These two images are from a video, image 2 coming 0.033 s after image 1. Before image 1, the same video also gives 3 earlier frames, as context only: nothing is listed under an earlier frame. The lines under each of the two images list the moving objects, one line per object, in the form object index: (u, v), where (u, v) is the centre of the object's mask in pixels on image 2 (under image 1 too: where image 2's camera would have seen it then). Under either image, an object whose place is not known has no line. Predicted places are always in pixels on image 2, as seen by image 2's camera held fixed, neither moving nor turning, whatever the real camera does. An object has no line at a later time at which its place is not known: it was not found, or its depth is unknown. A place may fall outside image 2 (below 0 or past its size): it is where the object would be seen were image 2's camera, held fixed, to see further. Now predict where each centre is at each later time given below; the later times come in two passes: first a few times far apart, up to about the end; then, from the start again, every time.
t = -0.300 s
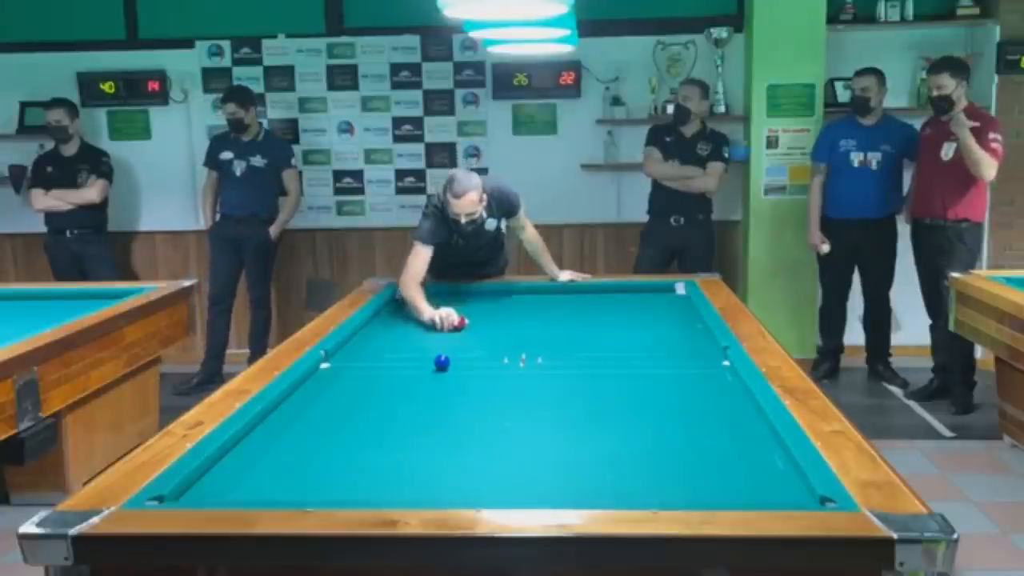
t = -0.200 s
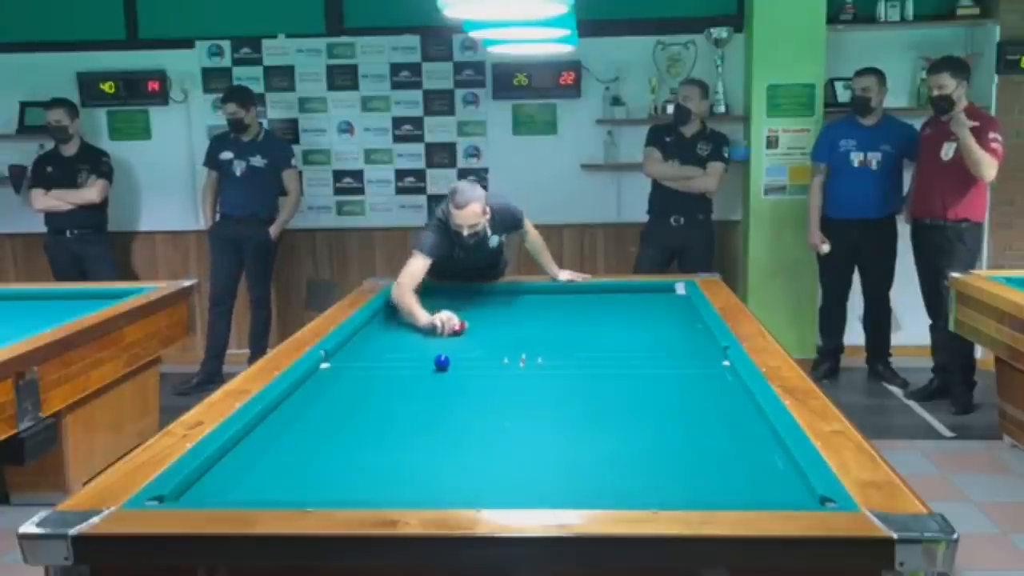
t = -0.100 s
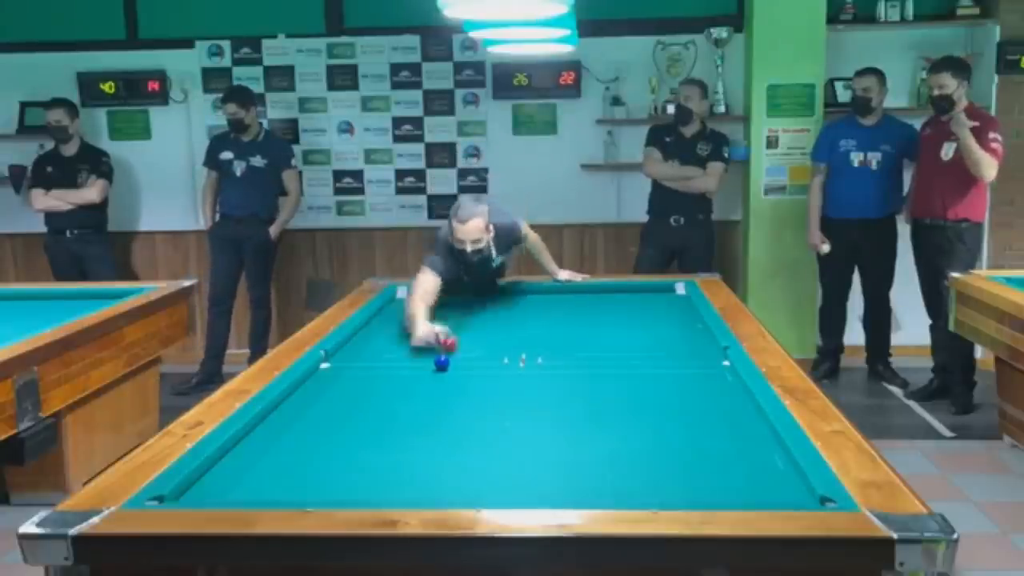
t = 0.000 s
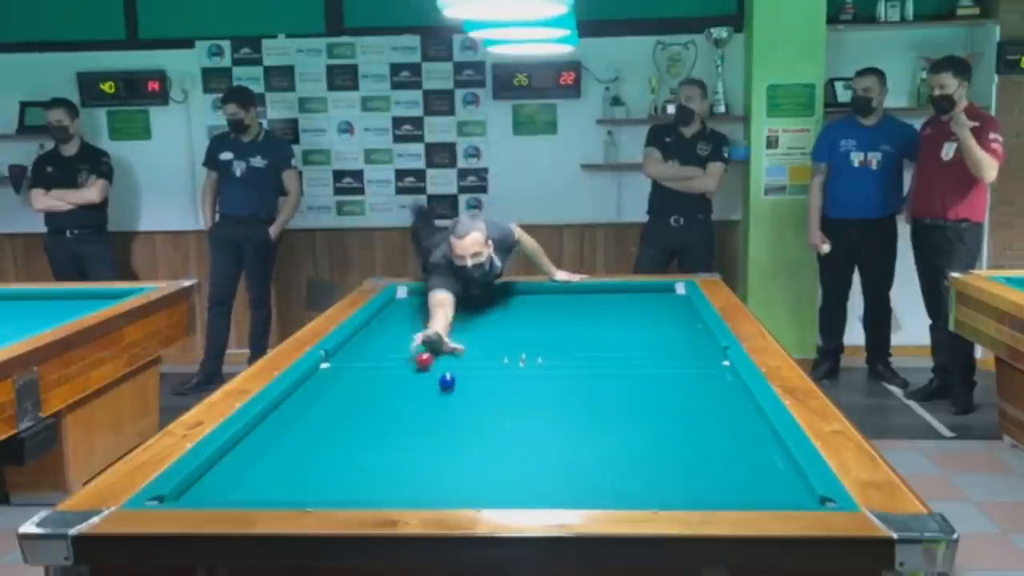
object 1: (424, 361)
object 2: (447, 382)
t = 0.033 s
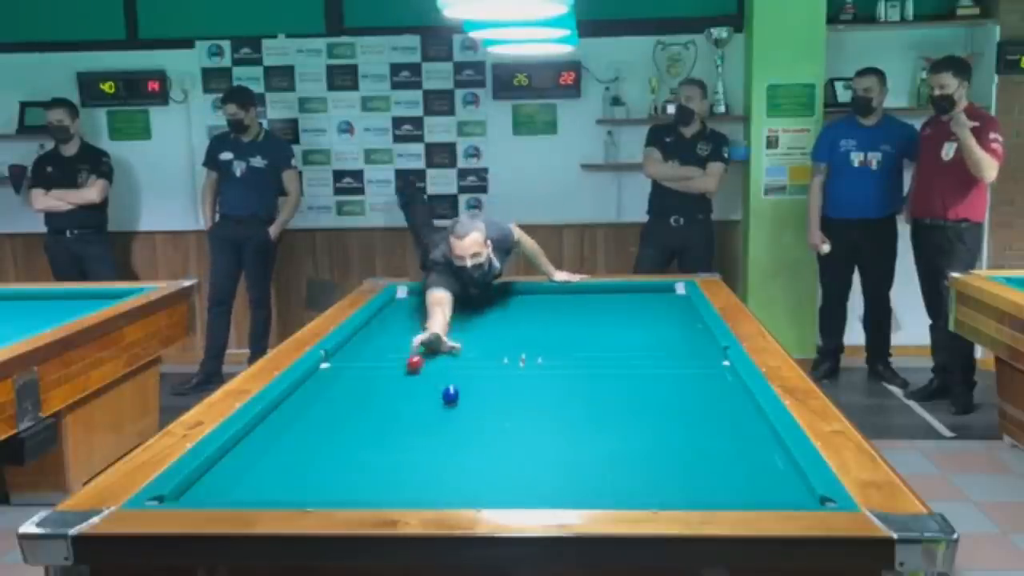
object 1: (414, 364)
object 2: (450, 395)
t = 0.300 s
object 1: (348, 381)
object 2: (500, 471)
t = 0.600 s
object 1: (297, 399)
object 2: (550, 368)
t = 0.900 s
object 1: (307, 415)
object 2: (575, 320)
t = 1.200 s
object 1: (317, 432)
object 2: (590, 290)
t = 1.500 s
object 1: (326, 452)
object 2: (593, 312)
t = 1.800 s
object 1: (338, 474)
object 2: (596, 335)
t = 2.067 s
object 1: (349, 491)
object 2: (600, 360)
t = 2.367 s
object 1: (371, 491)
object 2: (606, 394)
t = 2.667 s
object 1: (394, 482)
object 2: (613, 439)
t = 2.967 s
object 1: (415, 471)
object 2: (623, 493)
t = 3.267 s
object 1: (435, 461)
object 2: (621, 466)
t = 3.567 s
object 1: (451, 451)
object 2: (617, 433)
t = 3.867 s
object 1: (467, 443)
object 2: (614, 407)
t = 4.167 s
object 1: (480, 435)
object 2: (612, 385)
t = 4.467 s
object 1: (493, 428)
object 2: (609, 367)
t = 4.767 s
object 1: (504, 422)
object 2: (607, 351)
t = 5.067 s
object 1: (514, 416)
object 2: (605, 338)
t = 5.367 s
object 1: (523, 411)
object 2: (603, 326)
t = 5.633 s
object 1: (531, 407)
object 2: (602, 317)
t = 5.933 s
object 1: (538, 402)
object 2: (600, 308)
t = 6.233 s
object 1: (545, 398)
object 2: (599, 300)
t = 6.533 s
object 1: (551, 395)
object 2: (598, 294)
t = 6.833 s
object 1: (557, 391)
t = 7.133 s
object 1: (561, 388)
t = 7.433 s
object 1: (565, 385)
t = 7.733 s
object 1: (569, 383)
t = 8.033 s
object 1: (572, 381)
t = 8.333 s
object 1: (574, 380)
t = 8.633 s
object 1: (576, 379)
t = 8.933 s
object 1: (578, 378)
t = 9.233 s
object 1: (579, 377)
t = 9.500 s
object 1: (580, 377)
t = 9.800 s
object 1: (580, 377)
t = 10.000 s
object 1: (580, 377)
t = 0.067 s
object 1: (405, 366)
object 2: (454, 409)
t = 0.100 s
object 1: (395, 368)
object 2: (458, 425)
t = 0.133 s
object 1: (386, 370)
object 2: (463, 443)
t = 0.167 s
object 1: (378, 372)
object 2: (468, 464)
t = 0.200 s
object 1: (370, 374)
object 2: (474, 484)
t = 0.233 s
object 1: (363, 377)
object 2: (482, 495)
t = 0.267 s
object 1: (355, 379)
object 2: (491, 486)
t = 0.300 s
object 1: (348, 381)
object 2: (500, 471)
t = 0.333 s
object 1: (340, 383)
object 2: (508, 453)
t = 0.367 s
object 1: (332, 385)
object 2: (516, 438)
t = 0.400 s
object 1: (324, 387)
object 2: (522, 425)
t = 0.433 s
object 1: (317, 389)
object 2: (528, 413)
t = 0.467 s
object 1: (309, 391)
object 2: (533, 402)
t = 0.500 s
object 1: (301, 394)
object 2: (538, 393)
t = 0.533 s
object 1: (292, 396)
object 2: (543, 384)
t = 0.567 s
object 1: (294, 397)
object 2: (547, 375)
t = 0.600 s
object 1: (297, 399)
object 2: (550, 368)
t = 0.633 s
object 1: (299, 400)
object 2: (554, 361)
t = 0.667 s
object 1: (300, 402)
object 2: (557, 354)
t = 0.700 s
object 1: (301, 404)
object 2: (560, 348)
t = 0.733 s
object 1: (303, 406)
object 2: (563, 343)
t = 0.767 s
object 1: (304, 407)
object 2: (566, 338)
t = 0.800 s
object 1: (305, 409)
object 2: (568, 332)
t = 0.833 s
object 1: (305, 411)
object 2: (570, 328)
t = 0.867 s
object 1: (307, 413)
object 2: (573, 323)
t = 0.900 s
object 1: (307, 415)
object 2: (575, 320)
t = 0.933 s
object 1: (308, 417)
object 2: (577, 315)
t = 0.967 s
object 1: (309, 419)
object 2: (578, 312)
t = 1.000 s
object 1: (310, 421)
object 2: (581, 308)
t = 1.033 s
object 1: (311, 422)
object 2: (583, 304)
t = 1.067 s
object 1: (312, 424)
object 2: (584, 300)
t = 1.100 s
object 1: (313, 426)
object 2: (586, 298)
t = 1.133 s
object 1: (314, 428)
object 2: (587, 294)
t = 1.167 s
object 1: (315, 431)
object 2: (590, 290)
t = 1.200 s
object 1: (317, 432)
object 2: (590, 290)
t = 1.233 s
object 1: (318, 435)
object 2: (590, 292)
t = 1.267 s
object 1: (318, 436)
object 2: (590, 294)
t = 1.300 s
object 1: (320, 439)
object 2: (591, 298)
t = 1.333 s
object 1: (321, 441)
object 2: (591, 299)
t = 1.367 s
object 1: (322, 443)
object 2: (591, 301)
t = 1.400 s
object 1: (323, 445)
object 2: (592, 303)
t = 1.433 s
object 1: (324, 448)
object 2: (592, 307)
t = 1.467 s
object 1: (325, 450)
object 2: (592, 309)
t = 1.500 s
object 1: (326, 452)
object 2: (593, 312)
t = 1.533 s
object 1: (328, 454)
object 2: (593, 315)
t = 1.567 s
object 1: (329, 457)
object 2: (594, 318)
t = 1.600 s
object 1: (330, 459)
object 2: (594, 320)
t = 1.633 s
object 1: (331, 462)
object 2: (594, 322)
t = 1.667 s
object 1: (333, 464)
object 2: (595, 325)
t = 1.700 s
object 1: (334, 467)
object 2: (595, 327)
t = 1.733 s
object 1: (335, 469)
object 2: (595, 330)
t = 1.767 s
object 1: (336, 471)
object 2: (596, 332)
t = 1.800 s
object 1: (338, 474)
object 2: (596, 335)
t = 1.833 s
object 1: (339, 477)
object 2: (596, 338)
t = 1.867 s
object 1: (340, 479)
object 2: (597, 341)
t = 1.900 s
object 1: (342, 482)
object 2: (597, 344)
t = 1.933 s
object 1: (343, 484)
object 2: (598, 346)
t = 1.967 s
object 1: (344, 486)
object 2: (598, 350)
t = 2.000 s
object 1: (346, 488)
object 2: (599, 353)
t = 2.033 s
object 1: (348, 489)
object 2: (600, 356)
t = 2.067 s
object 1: (349, 491)
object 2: (600, 360)
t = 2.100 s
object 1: (350, 493)
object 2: (601, 363)
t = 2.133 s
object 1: (352, 494)
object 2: (601, 367)
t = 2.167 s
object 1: (354, 495)
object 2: (602, 370)
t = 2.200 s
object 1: (356, 495)
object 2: (602, 374)
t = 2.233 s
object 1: (359, 494)
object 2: (603, 378)
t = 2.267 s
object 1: (362, 494)
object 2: (604, 382)
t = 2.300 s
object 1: (365, 492)
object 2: (605, 386)
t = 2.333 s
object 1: (368, 492)
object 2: (605, 390)
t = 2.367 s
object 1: (371, 491)
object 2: (606, 394)
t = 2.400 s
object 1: (373, 490)
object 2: (606, 399)
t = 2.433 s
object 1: (376, 489)
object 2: (607, 403)
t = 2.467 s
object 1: (379, 489)
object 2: (608, 408)
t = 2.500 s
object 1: (382, 488)
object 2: (608, 412)
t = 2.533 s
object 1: (384, 487)
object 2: (609, 417)
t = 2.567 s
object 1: (386, 486)
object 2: (610, 422)
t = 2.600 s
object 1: (389, 485)
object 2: (611, 428)
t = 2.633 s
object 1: (392, 483)
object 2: (612, 433)
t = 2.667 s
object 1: (394, 482)
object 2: (613, 439)
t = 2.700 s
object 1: (397, 481)
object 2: (614, 445)
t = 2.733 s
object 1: (399, 480)
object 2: (615, 451)
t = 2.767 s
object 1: (402, 479)
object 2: (616, 457)
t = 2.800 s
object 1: (404, 477)
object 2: (617, 465)
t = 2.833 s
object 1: (406, 476)
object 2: (618, 471)
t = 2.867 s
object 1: (409, 475)
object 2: (620, 478)
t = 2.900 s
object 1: (411, 474)
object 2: (621, 485)
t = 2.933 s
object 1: (413, 472)
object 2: (622, 490)
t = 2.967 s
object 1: (415, 471)
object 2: (623, 493)
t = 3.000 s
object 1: (418, 470)
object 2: (624, 497)
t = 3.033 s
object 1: (420, 469)
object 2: (624, 494)
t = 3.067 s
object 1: (422, 467)
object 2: (623, 491)
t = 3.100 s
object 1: (424, 466)
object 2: (623, 488)
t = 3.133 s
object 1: (426, 465)
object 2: (622, 485)
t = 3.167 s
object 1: (428, 464)
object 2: (622, 479)
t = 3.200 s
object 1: (430, 463)
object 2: (621, 474)
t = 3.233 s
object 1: (433, 461)
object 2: (621, 470)
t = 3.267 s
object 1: (435, 461)
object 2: (621, 466)
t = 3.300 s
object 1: (437, 459)
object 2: (620, 462)
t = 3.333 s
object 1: (439, 458)
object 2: (620, 458)
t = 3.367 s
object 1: (441, 457)
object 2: (619, 454)
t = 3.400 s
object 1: (442, 456)
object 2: (619, 451)
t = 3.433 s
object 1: (444, 455)
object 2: (619, 447)
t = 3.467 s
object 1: (446, 454)
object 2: (618, 443)
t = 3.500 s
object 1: (448, 453)
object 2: (618, 440)
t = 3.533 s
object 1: (449, 452)
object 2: (617, 436)
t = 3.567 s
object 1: (451, 451)
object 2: (617, 433)
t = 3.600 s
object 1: (453, 451)
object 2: (617, 430)
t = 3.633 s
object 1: (455, 449)
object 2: (616, 427)
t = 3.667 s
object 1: (457, 448)
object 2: (616, 423)
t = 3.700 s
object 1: (458, 447)
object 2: (616, 421)
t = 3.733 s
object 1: (460, 446)
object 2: (616, 418)
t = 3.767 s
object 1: (462, 445)
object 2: (615, 415)
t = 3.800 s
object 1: (463, 444)
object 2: (615, 412)
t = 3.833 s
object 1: (465, 443)
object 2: (615, 409)
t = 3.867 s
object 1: (467, 443)
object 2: (614, 407)
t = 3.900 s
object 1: (468, 442)
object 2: (614, 404)
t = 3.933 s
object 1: (470, 441)
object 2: (614, 402)
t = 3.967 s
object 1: (471, 440)
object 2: (613, 399)
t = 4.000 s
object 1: (473, 439)
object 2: (613, 397)
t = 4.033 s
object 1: (475, 439)
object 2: (613, 394)
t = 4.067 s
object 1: (476, 438)
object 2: (613, 392)
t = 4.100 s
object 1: (477, 437)
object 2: (612, 389)
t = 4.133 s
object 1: (479, 436)
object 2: (612, 387)
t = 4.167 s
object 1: (480, 435)
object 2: (612, 385)
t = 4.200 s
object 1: (482, 434)
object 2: (611, 383)
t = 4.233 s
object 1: (483, 433)
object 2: (611, 381)
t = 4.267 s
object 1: (485, 433)
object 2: (611, 378)
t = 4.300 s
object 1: (486, 432)
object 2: (610, 376)
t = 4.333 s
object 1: (487, 431)
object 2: (610, 374)
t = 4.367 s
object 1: (489, 430)
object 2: (610, 372)
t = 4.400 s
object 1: (490, 429)
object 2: (610, 370)
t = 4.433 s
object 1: (492, 429)
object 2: (610, 368)
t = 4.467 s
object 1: (493, 428)
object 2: (609, 367)
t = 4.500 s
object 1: (494, 427)
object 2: (609, 365)
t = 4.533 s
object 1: (495, 427)
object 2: (609, 363)
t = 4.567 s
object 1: (497, 426)
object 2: (608, 361)
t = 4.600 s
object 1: (498, 425)
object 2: (608, 359)
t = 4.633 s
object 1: (499, 424)
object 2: (607, 358)
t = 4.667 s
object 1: (500, 424)
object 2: (607, 356)
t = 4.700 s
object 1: (501, 423)
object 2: (607, 354)
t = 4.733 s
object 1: (503, 423)
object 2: (607, 353)
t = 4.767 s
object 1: (504, 422)
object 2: (607, 351)
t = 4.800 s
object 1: (505, 421)
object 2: (606, 350)
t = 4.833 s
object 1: (506, 421)
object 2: (606, 348)
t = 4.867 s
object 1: (507, 420)
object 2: (606, 346)
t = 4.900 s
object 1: (509, 419)
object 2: (606, 345)
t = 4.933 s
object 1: (510, 419)
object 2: (605, 343)
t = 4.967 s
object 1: (511, 418)
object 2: (605, 342)
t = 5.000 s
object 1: (512, 417)
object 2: (605, 340)
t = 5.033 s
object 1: (513, 417)
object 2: (605, 339)
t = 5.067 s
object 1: (514, 416)
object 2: (605, 338)
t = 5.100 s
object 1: (515, 415)
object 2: (604, 336)
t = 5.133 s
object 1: (516, 415)
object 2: (604, 335)
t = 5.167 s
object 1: (517, 414)
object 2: (604, 334)
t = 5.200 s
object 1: (518, 414)
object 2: (604, 332)
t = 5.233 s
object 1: (519, 413)
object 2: (604, 331)
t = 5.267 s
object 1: (520, 412)
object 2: (604, 330)
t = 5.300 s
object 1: (521, 412)
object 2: (603, 329)
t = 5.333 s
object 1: (522, 411)
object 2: (603, 327)
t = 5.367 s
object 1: (523, 411)
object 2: (603, 326)
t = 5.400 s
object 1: (524, 410)
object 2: (603, 325)
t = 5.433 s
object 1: (525, 410)
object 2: (603, 323)
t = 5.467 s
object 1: (526, 409)
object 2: (602, 322)
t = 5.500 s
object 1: (527, 409)
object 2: (602, 321)
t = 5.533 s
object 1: (528, 408)
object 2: (602, 320)
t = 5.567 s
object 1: (529, 408)
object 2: (602, 319)
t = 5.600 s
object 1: (530, 407)
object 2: (602, 318)
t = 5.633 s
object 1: (531, 407)
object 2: (602, 317)
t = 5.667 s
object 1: (531, 406)
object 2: (601, 316)
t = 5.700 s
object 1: (532, 406)
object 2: (601, 314)
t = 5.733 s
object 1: (533, 405)
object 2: (601, 314)
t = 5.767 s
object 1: (534, 405)
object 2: (601, 313)
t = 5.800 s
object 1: (535, 404)
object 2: (601, 312)
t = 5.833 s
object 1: (536, 404)
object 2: (601, 311)
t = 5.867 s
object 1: (537, 403)
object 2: (600, 310)
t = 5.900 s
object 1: (537, 403)
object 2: (601, 309)
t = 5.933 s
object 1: (538, 402)
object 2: (600, 308)
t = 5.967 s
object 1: (539, 402)
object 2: (600, 307)
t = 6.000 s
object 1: (540, 401)
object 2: (600, 306)
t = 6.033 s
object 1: (541, 401)
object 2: (600, 305)
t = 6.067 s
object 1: (541, 401)
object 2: (599, 304)
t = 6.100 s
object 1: (542, 400)
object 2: (599, 303)
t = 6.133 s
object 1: (543, 400)
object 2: (600, 303)
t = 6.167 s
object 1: (544, 399)
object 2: (599, 301)
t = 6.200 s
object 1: (544, 399)
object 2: (599, 301)
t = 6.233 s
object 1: (545, 398)
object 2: (599, 300)
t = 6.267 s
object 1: (546, 398)
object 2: (599, 299)
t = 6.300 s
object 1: (546, 398)
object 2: (599, 299)
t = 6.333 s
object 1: (547, 397)
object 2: (599, 298)
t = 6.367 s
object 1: (548, 397)
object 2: (599, 297)
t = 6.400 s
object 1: (549, 396)
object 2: (598, 297)
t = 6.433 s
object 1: (549, 396)
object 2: (599, 296)
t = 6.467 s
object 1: (550, 395)
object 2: (598, 295)
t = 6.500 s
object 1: (551, 395)
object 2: (598, 294)
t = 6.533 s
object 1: (551, 395)
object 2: (598, 294)
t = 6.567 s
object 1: (552, 394)
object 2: (598, 293)
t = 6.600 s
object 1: (552, 394)
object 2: (598, 292)
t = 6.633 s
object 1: (553, 393)
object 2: (598, 291)
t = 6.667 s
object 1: (554, 393)
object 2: (598, 291)
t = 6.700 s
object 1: (554, 393)
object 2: (598, 291)
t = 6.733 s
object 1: (555, 392)
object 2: (598, 290)
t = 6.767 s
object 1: (555, 392)
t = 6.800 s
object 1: (556, 392)
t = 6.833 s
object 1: (557, 391)
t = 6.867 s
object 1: (557, 391)
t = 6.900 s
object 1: (558, 390)
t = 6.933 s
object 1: (558, 390)
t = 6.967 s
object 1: (559, 390)
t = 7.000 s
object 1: (559, 389)
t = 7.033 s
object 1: (560, 389)
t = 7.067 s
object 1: (560, 389)
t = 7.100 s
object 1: (561, 388)
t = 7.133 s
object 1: (561, 388)
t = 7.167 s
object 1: (562, 388)
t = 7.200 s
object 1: (562, 387)
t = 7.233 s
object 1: (563, 387)
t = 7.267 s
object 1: (563, 387)
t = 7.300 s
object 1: (564, 387)
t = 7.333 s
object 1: (564, 386)
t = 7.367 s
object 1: (564, 386)
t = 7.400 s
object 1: (565, 386)
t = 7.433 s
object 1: (565, 385)
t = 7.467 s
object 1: (566, 385)
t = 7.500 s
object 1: (566, 385)
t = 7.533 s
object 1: (566, 384)
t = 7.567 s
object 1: (567, 384)
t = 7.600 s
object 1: (567, 384)
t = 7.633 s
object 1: (568, 384)
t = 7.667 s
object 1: (568, 384)
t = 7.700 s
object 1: (568, 383)
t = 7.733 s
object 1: (569, 383)
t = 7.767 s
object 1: (569, 383)
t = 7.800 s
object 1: (569, 383)
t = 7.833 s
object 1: (570, 383)
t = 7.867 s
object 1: (570, 382)
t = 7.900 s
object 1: (571, 382)
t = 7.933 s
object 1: (571, 382)
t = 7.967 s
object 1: (571, 381)
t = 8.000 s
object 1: (572, 381)
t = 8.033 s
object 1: (572, 381)
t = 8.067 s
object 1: (572, 381)
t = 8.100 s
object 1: (572, 381)
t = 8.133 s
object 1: (573, 381)
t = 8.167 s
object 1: (573, 380)
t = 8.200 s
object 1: (573, 380)
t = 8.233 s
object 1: (574, 380)
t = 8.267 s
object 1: (574, 380)
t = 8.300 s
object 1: (574, 380)
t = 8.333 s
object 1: (574, 380)
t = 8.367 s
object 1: (575, 380)
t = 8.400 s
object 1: (575, 380)
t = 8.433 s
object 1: (575, 379)
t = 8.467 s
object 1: (575, 379)
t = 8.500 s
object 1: (576, 379)
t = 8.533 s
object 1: (576, 379)
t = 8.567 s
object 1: (576, 379)
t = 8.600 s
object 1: (576, 379)
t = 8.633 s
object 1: (576, 379)
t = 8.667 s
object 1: (577, 378)
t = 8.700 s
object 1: (577, 378)
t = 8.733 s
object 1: (577, 378)
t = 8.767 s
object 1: (577, 378)
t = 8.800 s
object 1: (578, 378)
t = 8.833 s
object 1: (578, 378)
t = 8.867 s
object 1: (578, 378)
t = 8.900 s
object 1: (578, 378)
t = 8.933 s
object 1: (578, 378)
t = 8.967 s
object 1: (578, 378)
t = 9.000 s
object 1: (579, 378)
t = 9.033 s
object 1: (579, 378)
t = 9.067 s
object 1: (579, 378)
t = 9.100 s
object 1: (579, 378)
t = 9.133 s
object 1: (579, 378)
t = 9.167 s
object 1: (579, 378)
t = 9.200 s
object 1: (579, 378)
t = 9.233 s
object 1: (579, 377)
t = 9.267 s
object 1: (579, 377)
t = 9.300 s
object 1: (580, 377)
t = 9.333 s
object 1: (580, 377)
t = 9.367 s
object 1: (580, 377)
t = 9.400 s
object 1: (580, 377)
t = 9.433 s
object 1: (580, 377)
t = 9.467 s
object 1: (580, 377)
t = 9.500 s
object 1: (580, 377)
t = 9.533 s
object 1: (580, 377)
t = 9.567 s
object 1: (580, 377)
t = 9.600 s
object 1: (580, 377)
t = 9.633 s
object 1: (580, 377)
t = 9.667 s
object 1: (580, 377)
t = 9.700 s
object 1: (580, 377)
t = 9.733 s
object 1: (580, 377)
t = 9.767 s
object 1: (580, 377)
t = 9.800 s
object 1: (580, 377)
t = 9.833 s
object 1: (580, 377)
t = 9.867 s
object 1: (580, 377)
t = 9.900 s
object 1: (580, 377)
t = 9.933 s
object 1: (580, 377)
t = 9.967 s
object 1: (580, 377)
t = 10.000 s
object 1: (580, 377)
